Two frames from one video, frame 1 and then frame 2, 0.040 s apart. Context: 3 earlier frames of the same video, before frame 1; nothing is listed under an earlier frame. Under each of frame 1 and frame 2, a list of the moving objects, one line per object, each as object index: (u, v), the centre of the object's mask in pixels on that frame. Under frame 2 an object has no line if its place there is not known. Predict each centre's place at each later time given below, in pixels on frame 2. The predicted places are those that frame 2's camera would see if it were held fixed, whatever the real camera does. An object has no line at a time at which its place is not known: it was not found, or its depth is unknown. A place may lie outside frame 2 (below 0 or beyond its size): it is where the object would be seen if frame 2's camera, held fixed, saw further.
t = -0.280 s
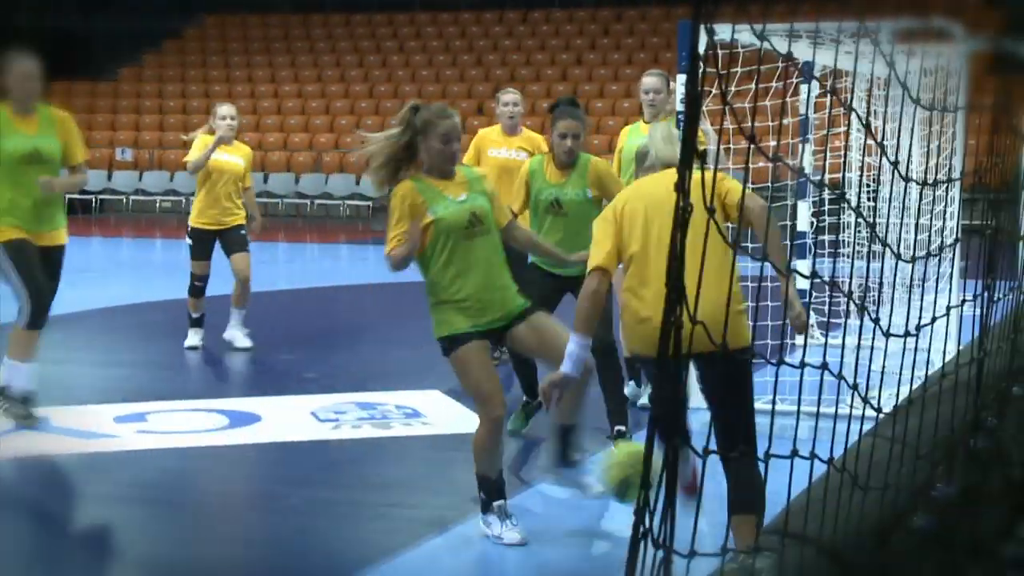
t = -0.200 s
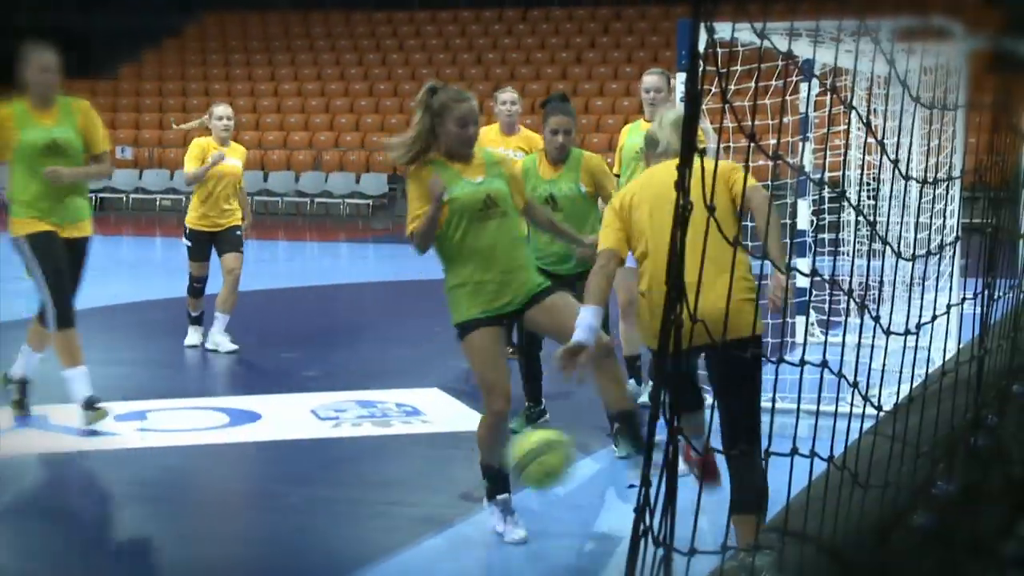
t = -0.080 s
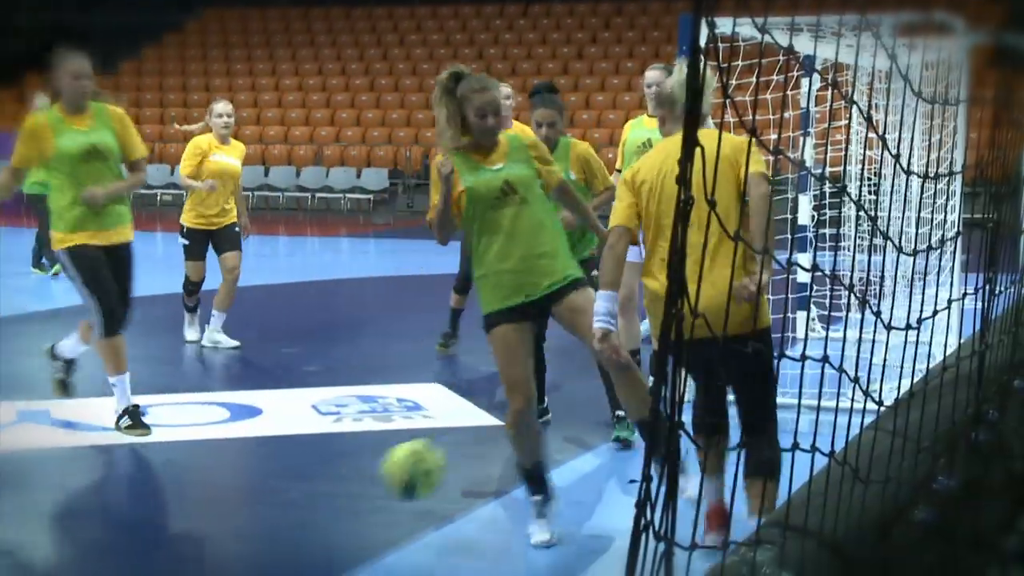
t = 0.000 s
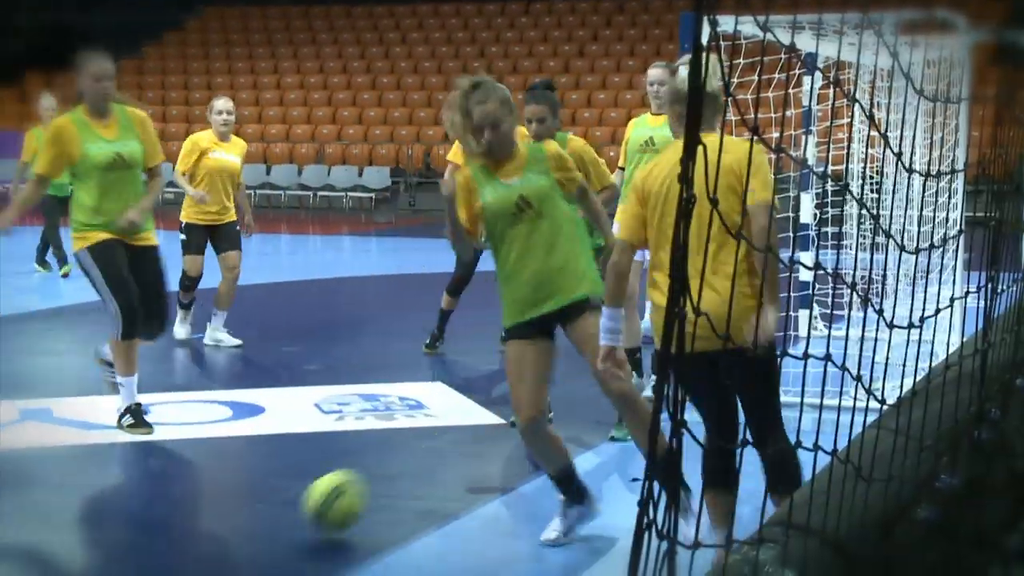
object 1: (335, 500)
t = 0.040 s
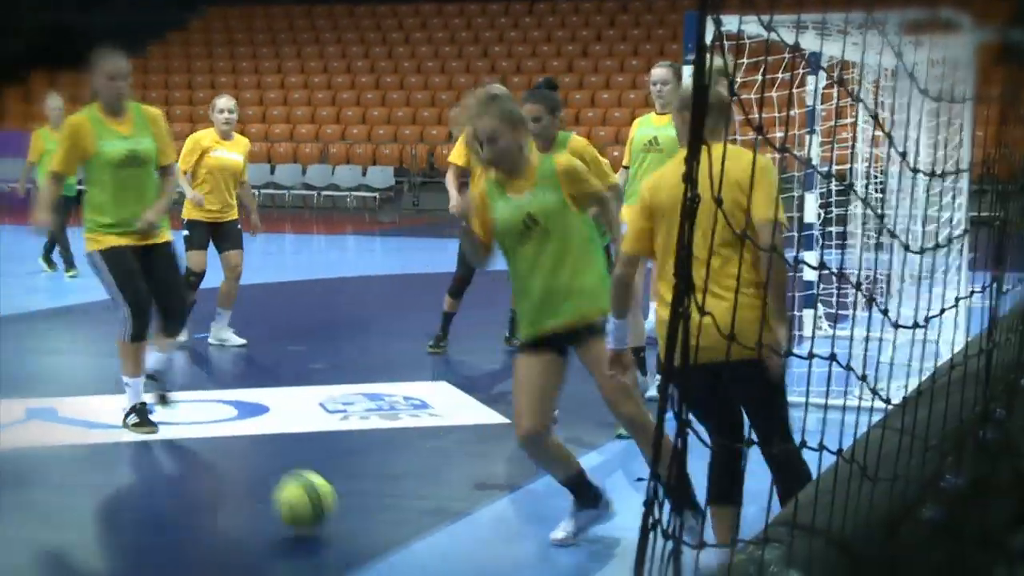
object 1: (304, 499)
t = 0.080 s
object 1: (271, 480)
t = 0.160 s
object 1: (209, 457)
